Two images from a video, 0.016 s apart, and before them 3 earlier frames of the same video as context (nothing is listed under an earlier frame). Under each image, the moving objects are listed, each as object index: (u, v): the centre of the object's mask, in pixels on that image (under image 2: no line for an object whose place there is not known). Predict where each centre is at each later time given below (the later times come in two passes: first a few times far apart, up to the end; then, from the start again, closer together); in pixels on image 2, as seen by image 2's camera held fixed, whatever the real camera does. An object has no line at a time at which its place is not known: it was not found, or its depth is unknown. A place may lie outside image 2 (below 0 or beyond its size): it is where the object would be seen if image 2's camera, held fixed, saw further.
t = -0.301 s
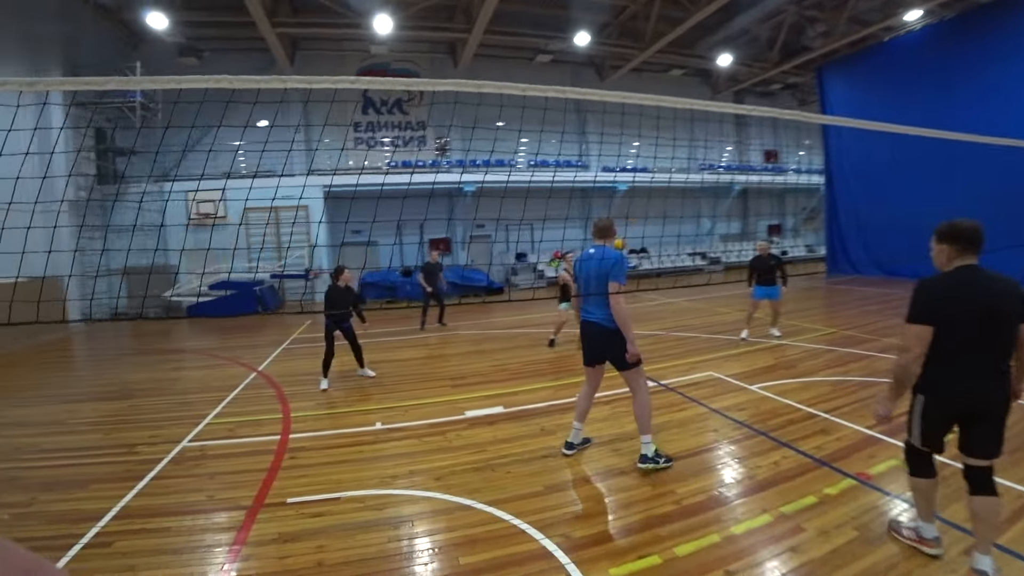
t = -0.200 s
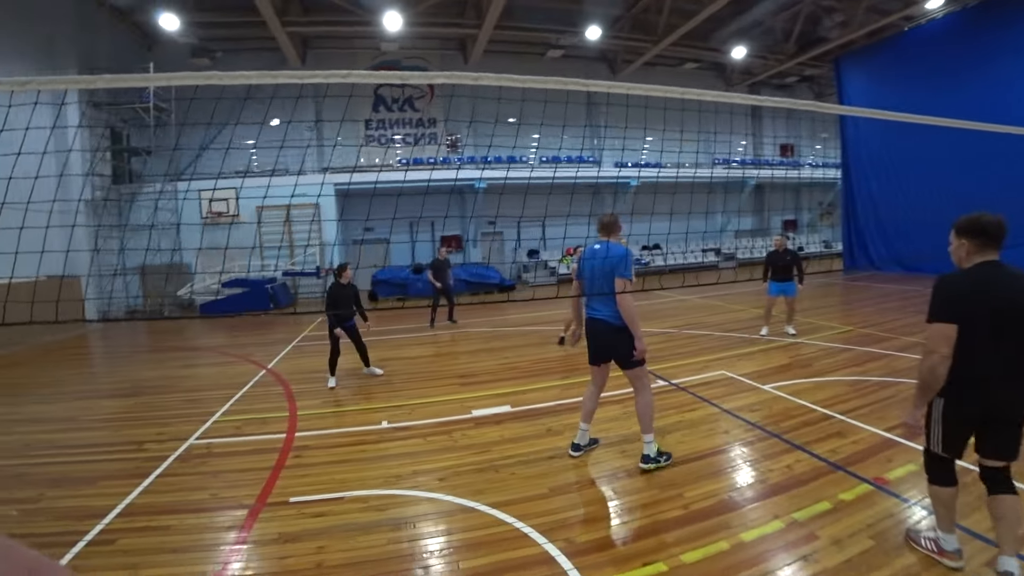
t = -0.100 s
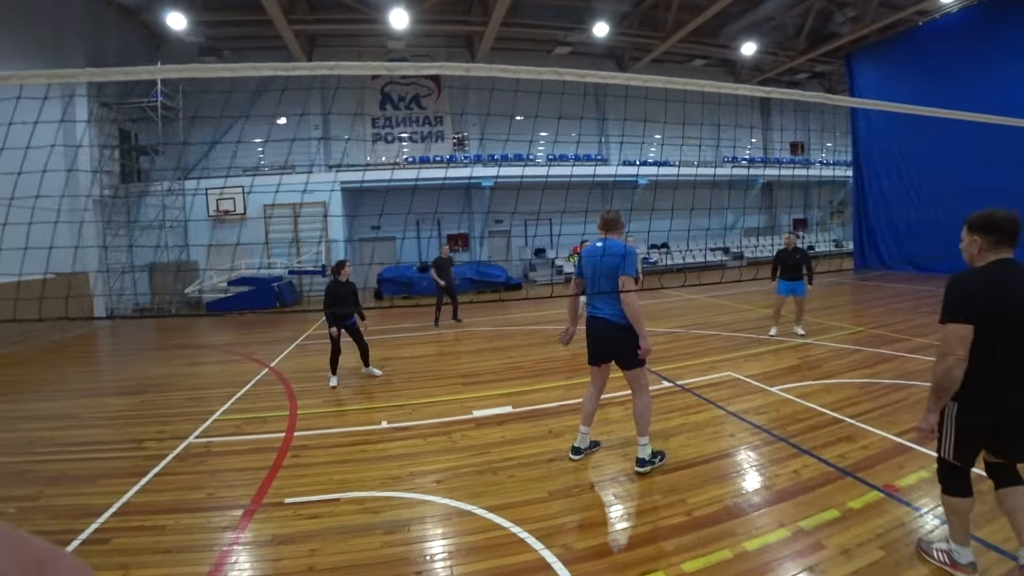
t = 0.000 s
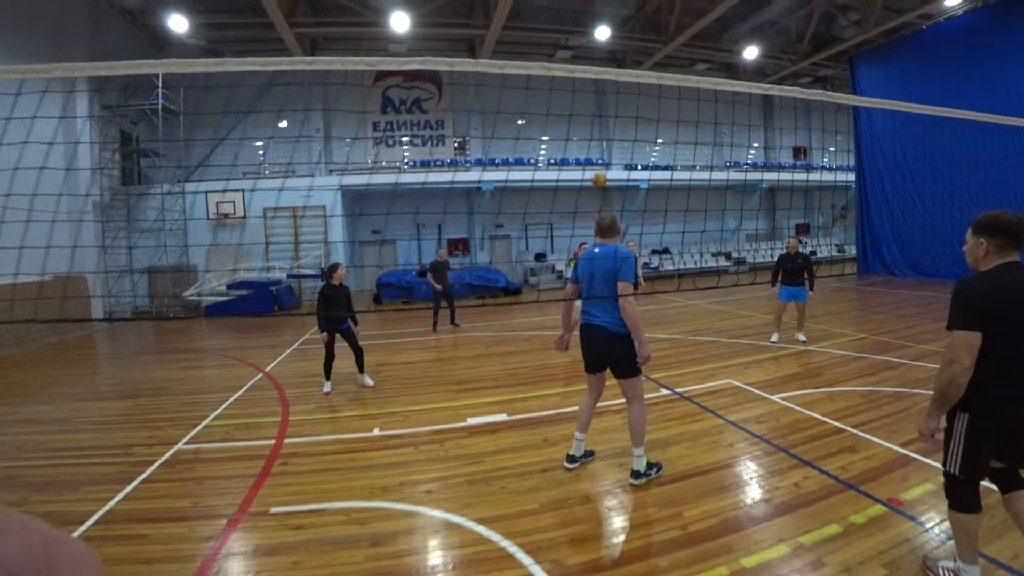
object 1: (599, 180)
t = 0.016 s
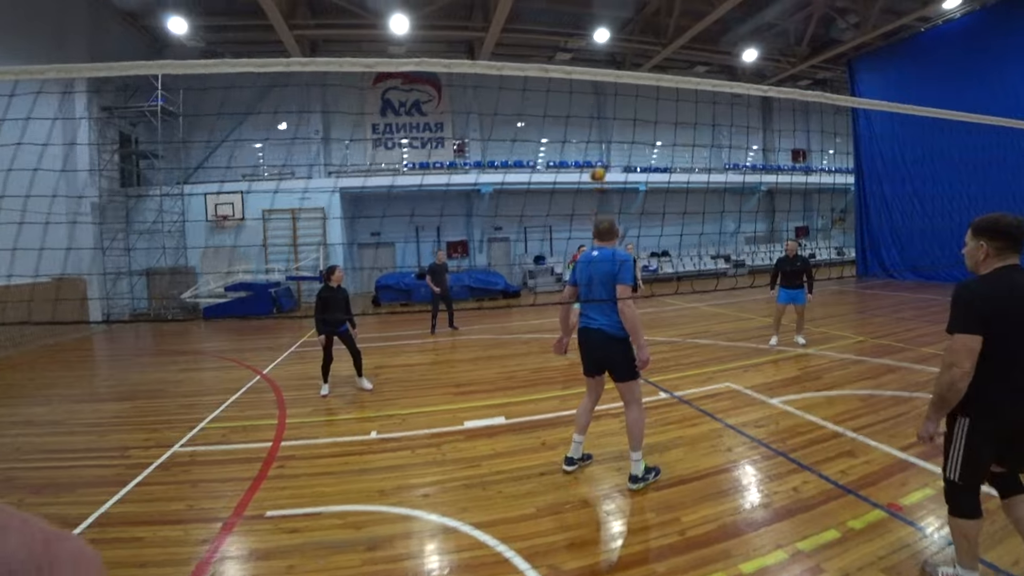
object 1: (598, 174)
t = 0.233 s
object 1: (586, 88)
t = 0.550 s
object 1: (569, 5)
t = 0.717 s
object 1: (559, -11)
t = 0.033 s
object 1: (597, 167)
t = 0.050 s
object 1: (596, 160)
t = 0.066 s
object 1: (595, 153)
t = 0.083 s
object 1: (594, 145)
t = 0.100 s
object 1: (593, 137)
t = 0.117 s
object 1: (592, 130)
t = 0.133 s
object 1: (590, 124)
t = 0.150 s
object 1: (590, 118)
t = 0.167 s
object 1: (590, 111)
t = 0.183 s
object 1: (590, 105)
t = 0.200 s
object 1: (588, 99)
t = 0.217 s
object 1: (587, 92)
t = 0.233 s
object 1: (586, 88)
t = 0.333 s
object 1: (579, 54)
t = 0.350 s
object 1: (578, 49)
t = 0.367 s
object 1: (579, 45)
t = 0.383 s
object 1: (579, 42)
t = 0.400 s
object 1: (577, 37)
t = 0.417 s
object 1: (575, 32)
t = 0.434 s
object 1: (574, 29)
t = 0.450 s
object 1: (573, 24)
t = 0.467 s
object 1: (572, 20)
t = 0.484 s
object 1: (570, 17)
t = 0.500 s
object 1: (570, 14)
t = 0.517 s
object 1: (569, 11)
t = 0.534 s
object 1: (568, 7)
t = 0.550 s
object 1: (569, 5)
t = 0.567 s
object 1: (568, 3)
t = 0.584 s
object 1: (567, 1)
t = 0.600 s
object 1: (564, -2)
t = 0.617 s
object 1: (564, -3)
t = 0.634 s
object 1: (563, -5)
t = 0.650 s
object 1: (563, -6)
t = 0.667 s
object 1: (562, -6)
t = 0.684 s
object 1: (561, -9)
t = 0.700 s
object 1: (561, -9)
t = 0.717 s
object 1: (559, -11)
